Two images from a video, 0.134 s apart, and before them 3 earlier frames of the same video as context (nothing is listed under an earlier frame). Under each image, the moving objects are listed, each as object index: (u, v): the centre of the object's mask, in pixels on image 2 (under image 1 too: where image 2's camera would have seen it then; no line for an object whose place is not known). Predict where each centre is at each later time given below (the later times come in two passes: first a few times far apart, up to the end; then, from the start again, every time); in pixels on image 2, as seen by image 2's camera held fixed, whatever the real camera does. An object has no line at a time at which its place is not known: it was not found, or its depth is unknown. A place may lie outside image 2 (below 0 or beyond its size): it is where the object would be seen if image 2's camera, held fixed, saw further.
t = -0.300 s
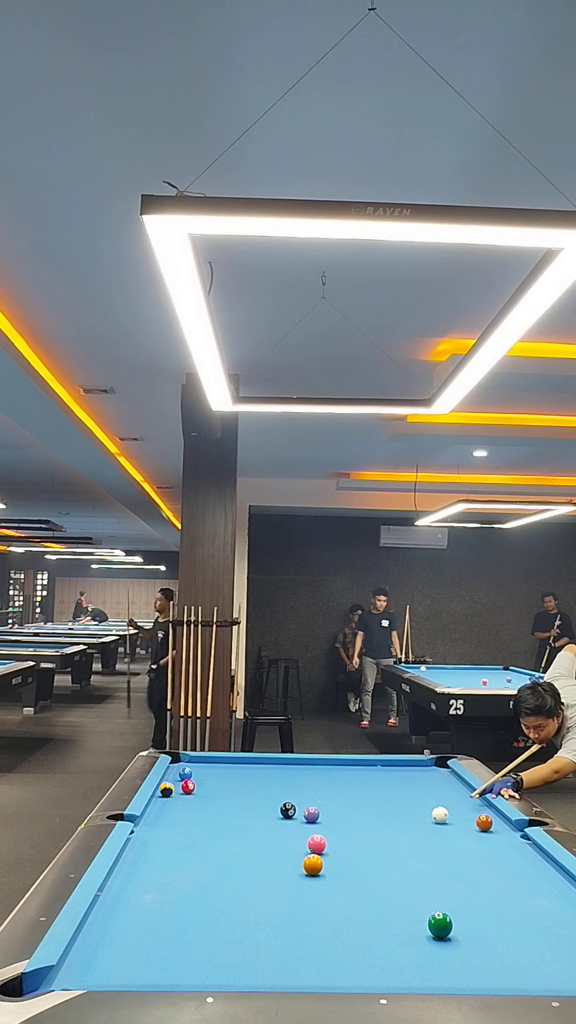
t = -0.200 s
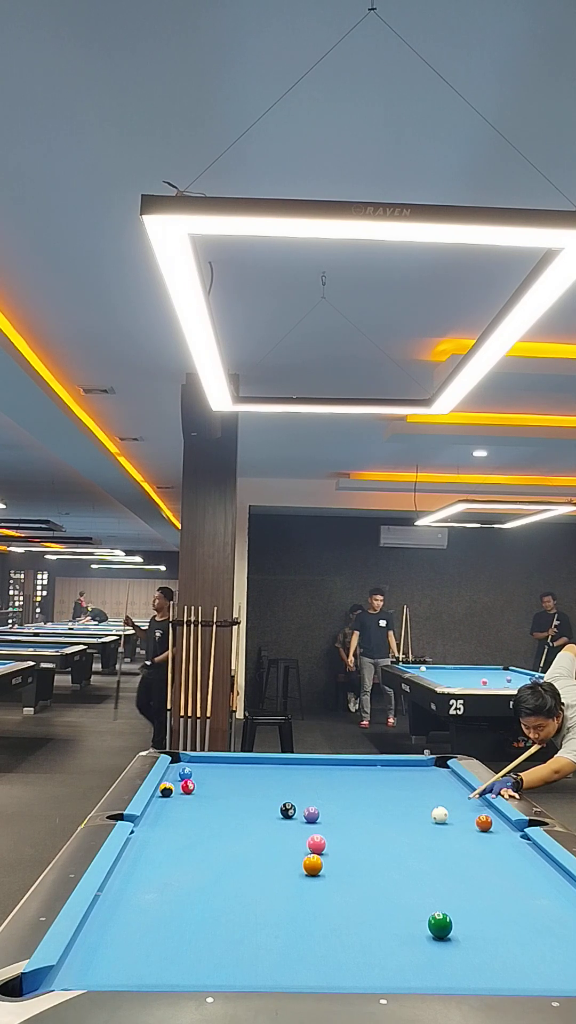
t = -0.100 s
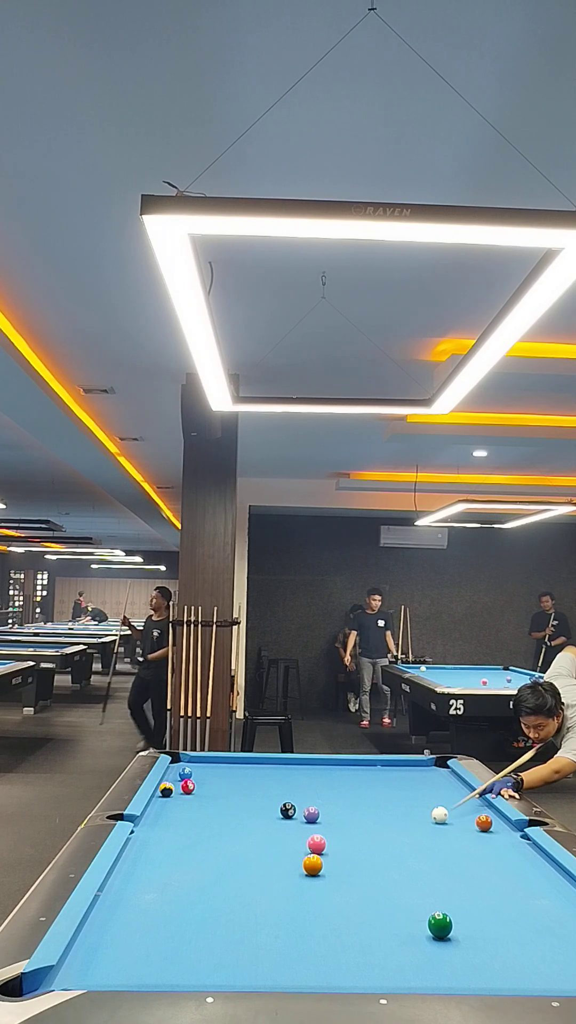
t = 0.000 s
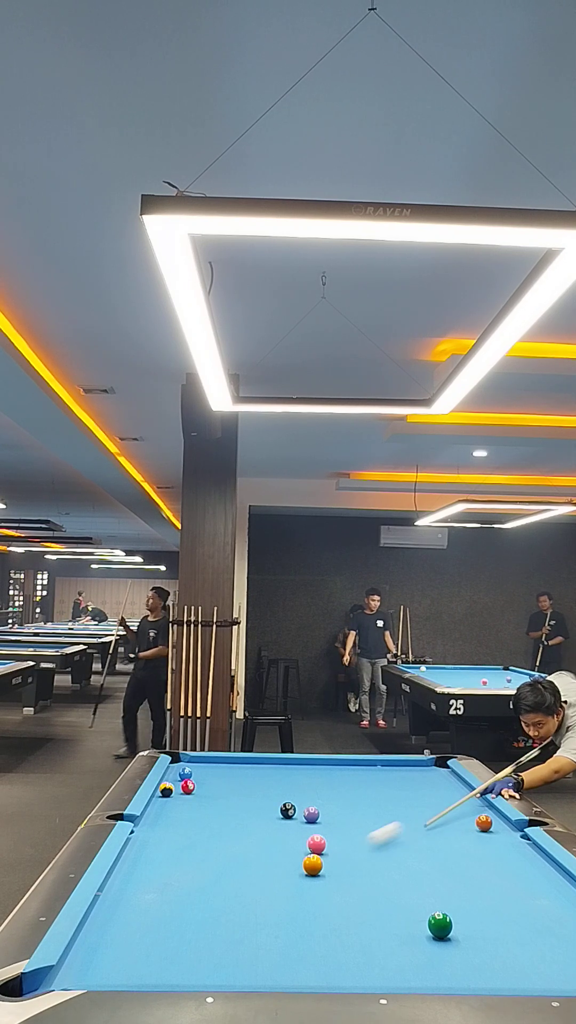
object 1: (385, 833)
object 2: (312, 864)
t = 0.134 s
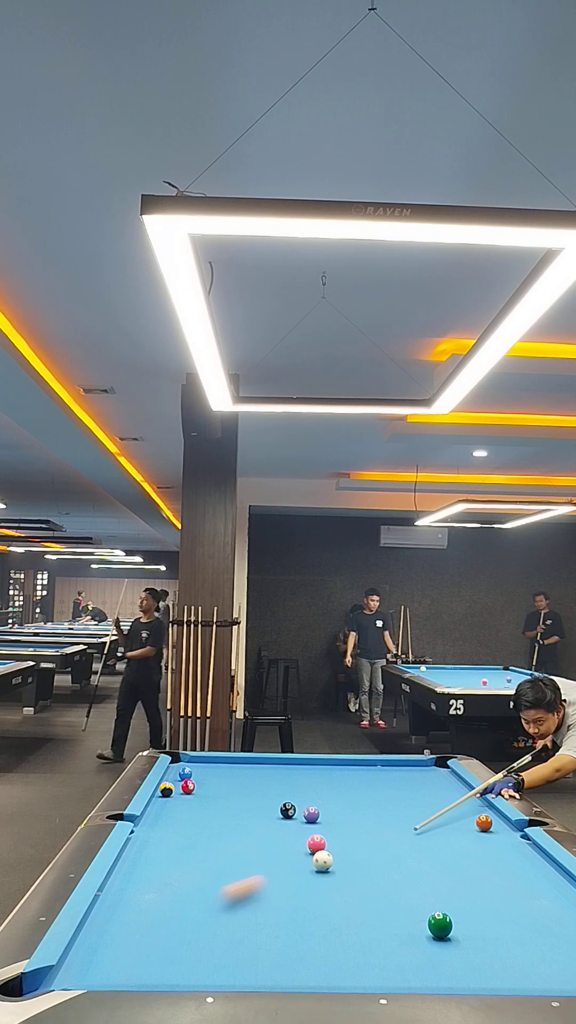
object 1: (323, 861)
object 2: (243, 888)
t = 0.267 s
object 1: (318, 863)
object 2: (77, 959)
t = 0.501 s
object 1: (312, 865)
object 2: (259, 937)
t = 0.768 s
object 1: (304, 868)
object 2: (396, 895)
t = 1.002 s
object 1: (298, 870)
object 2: (487, 867)
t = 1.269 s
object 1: (292, 872)
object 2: (495, 840)
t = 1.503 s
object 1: (288, 874)
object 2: (431, 820)
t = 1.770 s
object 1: (283, 875)
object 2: (369, 801)
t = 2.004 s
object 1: (280, 876)
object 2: (324, 787)
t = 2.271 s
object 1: (278, 877)
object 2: (281, 773)
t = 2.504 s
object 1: (277, 877)
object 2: (248, 763)
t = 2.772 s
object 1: (277, 878)
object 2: (208, 762)
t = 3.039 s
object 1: (277, 878)
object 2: (177, 767)
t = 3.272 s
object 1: (277, 878)
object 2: (198, 773)
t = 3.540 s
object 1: (277, 878)
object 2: (227, 776)
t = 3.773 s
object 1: (277, 878)
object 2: (252, 779)
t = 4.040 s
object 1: (277, 877)
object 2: (280, 783)
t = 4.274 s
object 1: (277, 877)
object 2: (304, 786)
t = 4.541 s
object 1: (277, 877)
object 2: (331, 789)
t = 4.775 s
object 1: (277, 878)
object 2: (355, 792)
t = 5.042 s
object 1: (277, 878)
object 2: (381, 795)
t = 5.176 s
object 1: (277, 878)
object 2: (393, 797)
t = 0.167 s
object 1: (321, 861)
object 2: (202, 904)
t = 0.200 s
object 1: (320, 862)
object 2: (158, 921)
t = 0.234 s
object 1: (319, 862)
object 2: (106, 939)
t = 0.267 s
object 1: (318, 863)
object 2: (77, 959)
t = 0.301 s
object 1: (317, 863)
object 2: (101, 971)
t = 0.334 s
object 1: (316, 864)
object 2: (133, 972)
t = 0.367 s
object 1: (315, 864)
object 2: (162, 966)
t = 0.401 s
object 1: (314, 864)
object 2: (189, 958)
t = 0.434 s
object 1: (313, 864)
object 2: (215, 950)
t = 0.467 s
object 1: (312, 865)
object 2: (238, 943)
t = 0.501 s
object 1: (312, 865)
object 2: (259, 937)
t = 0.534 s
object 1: (311, 866)
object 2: (280, 931)
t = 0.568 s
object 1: (309, 866)
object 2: (298, 925)
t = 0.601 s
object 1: (308, 866)
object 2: (316, 920)
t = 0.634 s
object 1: (308, 867)
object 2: (333, 915)
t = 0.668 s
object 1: (307, 867)
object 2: (350, 910)
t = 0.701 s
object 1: (306, 867)
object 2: (366, 905)
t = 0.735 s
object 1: (305, 868)
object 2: (382, 900)
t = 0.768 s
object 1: (304, 868)
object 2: (396, 895)
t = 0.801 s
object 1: (303, 868)
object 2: (411, 891)
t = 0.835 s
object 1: (302, 869)
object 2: (425, 886)
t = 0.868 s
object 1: (301, 869)
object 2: (438, 882)
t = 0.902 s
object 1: (300, 869)
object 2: (451, 878)
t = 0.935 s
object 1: (300, 870)
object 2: (463, 874)
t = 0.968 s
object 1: (299, 870)
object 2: (476, 870)
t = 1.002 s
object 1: (298, 870)
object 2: (487, 867)
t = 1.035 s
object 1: (297, 871)
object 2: (499, 863)
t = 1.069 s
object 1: (296, 871)
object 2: (510, 860)
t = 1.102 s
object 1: (295, 871)
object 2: (521, 856)
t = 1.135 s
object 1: (295, 871)
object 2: (532, 853)
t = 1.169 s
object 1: (294, 871)
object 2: (531, 850)
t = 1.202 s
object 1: (293, 872)
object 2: (518, 846)
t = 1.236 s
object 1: (293, 872)
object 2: (506, 843)
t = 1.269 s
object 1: (292, 872)
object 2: (495, 840)
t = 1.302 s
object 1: (292, 872)
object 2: (484, 836)
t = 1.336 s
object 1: (291, 873)
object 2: (476, 833)
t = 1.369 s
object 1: (290, 873)
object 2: (466, 831)
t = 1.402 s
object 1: (290, 873)
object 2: (457, 828)
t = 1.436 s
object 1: (289, 873)
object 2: (447, 825)
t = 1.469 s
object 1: (288, 874)
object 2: (439, 822)
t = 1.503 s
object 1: (288, 874)
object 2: (431, 820)
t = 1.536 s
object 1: (287, 874)
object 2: (422, 818)
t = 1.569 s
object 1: (286, 874)
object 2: (414, 815)
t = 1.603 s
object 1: (286, 875)
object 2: (406, 812)
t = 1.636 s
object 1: (285, 875)
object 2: (399, 810)
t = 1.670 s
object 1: (285, 875)
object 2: (391, 808)
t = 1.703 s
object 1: (284, 875)
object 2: (384, 806)
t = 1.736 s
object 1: (284, 875)
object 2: (377, 803)
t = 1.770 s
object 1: (283, 875)
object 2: (369, 801)
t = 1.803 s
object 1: (283, 876)
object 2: (363, 799)
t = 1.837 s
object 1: (282, 876)
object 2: (356, 797)
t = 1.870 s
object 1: (282, 876)
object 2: (349, 795)
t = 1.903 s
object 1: (281, 876)
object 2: (343, 793)
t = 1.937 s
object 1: (281, 876)
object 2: (336, 791)
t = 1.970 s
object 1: (281, 876)
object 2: (330, 789)
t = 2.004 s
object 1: (280, 876)
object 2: (324, 787)
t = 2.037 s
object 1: (280, 876)
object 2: (319, 785)
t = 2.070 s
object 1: (280, 876)
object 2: (313, 784)
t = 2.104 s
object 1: (279, 877)
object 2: (307, 782)
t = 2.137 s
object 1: (279, 877)
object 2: (302, 780)
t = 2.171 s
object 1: (279, 877)
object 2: (296, 778)
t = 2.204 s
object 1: (279, 877)
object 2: (291, 777)
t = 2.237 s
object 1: (278, 877)
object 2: (286, 775)
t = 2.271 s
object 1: (278, 877)
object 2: (281, 773)
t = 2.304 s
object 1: (278, 877)
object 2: (276, 772)
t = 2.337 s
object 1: (278, 877)
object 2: (271, 770)
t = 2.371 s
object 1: (278, 877)
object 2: (266, 769)
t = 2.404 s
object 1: (278, 877)
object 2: (261, 767)
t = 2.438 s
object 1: (277, 877)
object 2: (257, 765)
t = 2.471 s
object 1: (277, 877)
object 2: (252, 764)
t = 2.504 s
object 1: (277, 877)
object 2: (248, 763)
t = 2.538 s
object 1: (277, 877)
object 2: (243, 761)
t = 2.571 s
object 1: (277, 877)
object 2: (239, 760)
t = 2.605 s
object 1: (277, 877)
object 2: (235, 759)
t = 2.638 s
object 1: (277, 878)
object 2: (229, 760)
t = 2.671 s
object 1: (277, 878)
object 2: (224, 760)
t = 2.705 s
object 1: (277, 878)
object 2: (219, 761)
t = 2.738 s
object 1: (277, 878)
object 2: (213, 761)
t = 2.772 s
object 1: (277, 878)
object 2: (208, 762)
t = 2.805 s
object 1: (277, 878)
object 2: (203, 762)
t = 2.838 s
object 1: (277, 878)
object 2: (197, 763)
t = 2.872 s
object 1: (277, 878)
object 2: (191, 763)
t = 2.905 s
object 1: (277, 878)
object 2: (186, 763)
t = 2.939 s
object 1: (277, 878)
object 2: (180, 764)
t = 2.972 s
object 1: (277, 878)
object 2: (175, 766)
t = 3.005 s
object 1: (277, 878)
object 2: (175, 766)
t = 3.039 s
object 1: (277, 878)
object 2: (177, 767)
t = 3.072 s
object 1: (277, 878)
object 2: (179, 767)
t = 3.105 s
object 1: (277, 878)
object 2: (181, 767)
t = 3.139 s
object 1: (277, 878)
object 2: (186, 766)
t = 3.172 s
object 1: (277, 878)
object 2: (190, 768)
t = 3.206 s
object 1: (277, 878)
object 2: (192, 771)
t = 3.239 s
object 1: (277, 878)
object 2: (195, 772)
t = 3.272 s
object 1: (277, 878)
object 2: (198, 773)
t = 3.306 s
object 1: (277, 878)
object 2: (202, 773)
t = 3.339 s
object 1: (277, 878)
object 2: (205, 773)
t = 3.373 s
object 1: (277, 878)
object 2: (209, 774)
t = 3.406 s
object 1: (277, 878)
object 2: (213, 774)
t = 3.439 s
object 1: (277, 878)
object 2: (216, 775)
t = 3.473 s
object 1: (277, 878)
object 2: (220, 775)
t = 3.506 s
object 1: (277, 878)
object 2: (223, 776)
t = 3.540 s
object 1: (277, 878)
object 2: (227, 776)
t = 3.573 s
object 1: (277, 878)
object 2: (230, 776)
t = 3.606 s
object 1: (277, 878)
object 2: (234, 777)
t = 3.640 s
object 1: (277, 878)
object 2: (237, 777)
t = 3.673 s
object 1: (277, 878)
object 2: (241, 778)
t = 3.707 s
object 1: (277, 878)
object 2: (244, 778)
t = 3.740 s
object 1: (277, 878)
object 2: (248, 779)
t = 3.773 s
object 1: (277, 878)
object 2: (252, 779)
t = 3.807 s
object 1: (277, 878)
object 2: (255, 780)
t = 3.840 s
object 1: (277, 878)
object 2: (259, 780)
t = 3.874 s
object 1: (277, 877)
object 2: (262, 781)
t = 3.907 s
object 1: (277, 877)
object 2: (266, 781)
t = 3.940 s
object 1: (277, 877)
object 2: (269, 782)
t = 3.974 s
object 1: (277, 878)
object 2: (273, 782)
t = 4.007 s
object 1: (277, 877)
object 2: (276, 782)
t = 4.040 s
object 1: (277, 877)
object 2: (280, 783)
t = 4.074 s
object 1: (277, 877)
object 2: (283, 783)
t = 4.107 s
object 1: (277, 878)
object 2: (287, 784)
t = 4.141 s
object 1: (277, 877)
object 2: (290, 784)
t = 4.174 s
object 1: (277, 877)
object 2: (293, 785)
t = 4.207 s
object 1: (277, 877)
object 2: (297, 785)
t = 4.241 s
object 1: (277, 878)
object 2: (300, 786)
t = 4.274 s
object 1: (277, 877)
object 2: (304, 786)
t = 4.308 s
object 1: (277, 877)
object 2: (307, 786)
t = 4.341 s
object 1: (277, 877)
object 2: (311, 787)
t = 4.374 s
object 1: (277, 878)
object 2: (314, 787)
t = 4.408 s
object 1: (277, 877)
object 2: (318, 787)
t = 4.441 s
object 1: (277, 877)
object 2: (321, 788)
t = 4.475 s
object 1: (277, 878)
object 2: (325, 788)
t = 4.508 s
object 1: (277, 877)
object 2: (328, 789)
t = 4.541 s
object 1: (277, 877)
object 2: (331, 789)
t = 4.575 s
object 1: (277, 877)
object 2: (335, 790)
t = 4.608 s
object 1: (277, 878)
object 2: (338, 790)
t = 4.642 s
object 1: (277, 878)
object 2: (341, 790)
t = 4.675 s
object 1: (277, 878)
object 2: (345, 791)
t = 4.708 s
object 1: (277, 878)
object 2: (348, 791)
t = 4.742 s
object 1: (277, 878)
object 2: (351, 792)
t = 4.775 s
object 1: (277, 878)
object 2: (355, 792)
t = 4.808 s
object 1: (277, 878)
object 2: (358, 792)
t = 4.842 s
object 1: (277, 878)
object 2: (361, 793)
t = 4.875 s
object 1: (277, 878)
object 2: (365, 793)
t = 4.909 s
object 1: (277, 878)
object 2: (368, 794)
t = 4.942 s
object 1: (277, 878)
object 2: (371, 794)
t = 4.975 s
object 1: (277, 878)
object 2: (374, 794)
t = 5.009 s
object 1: (277, 878)
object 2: (378, 794)
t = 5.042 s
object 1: (277, 878)
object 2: (381, 795)
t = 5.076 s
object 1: (277, 878)
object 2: (384, 795)
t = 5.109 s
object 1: (277, 878)
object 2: (387, 796)
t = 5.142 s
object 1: (277, 878)
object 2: (390, 796)
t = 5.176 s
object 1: (277, 878)
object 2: (393, 797)
